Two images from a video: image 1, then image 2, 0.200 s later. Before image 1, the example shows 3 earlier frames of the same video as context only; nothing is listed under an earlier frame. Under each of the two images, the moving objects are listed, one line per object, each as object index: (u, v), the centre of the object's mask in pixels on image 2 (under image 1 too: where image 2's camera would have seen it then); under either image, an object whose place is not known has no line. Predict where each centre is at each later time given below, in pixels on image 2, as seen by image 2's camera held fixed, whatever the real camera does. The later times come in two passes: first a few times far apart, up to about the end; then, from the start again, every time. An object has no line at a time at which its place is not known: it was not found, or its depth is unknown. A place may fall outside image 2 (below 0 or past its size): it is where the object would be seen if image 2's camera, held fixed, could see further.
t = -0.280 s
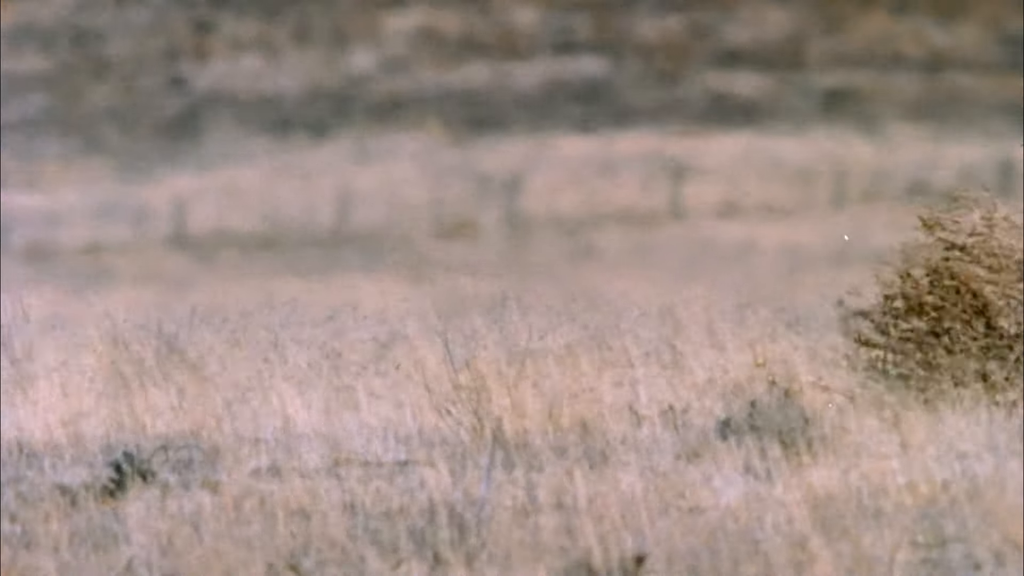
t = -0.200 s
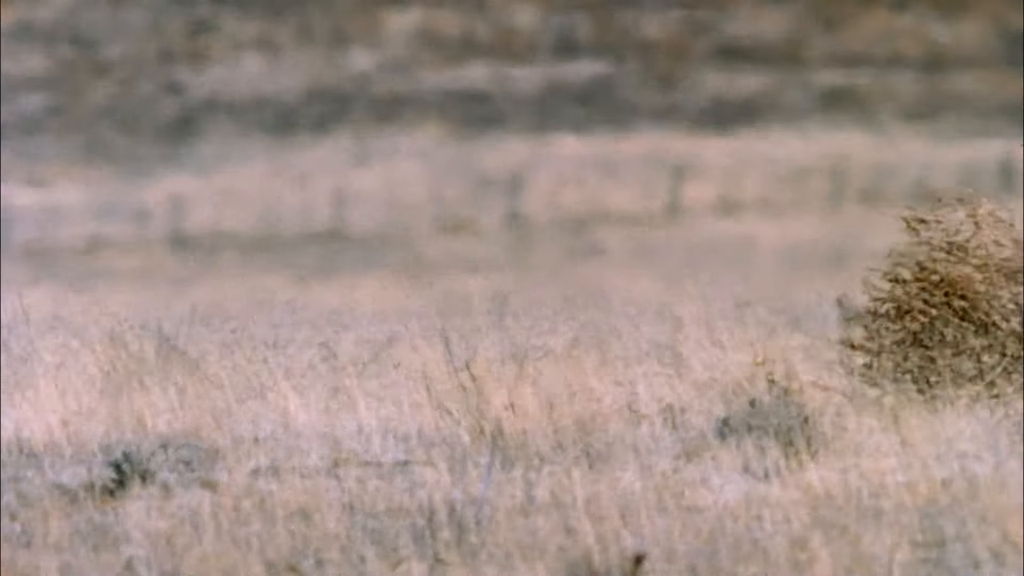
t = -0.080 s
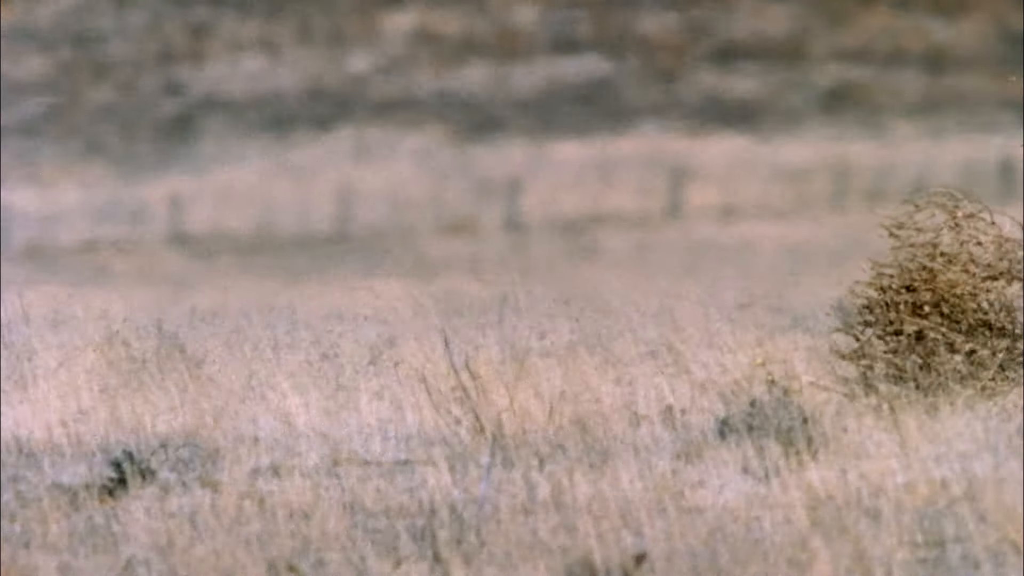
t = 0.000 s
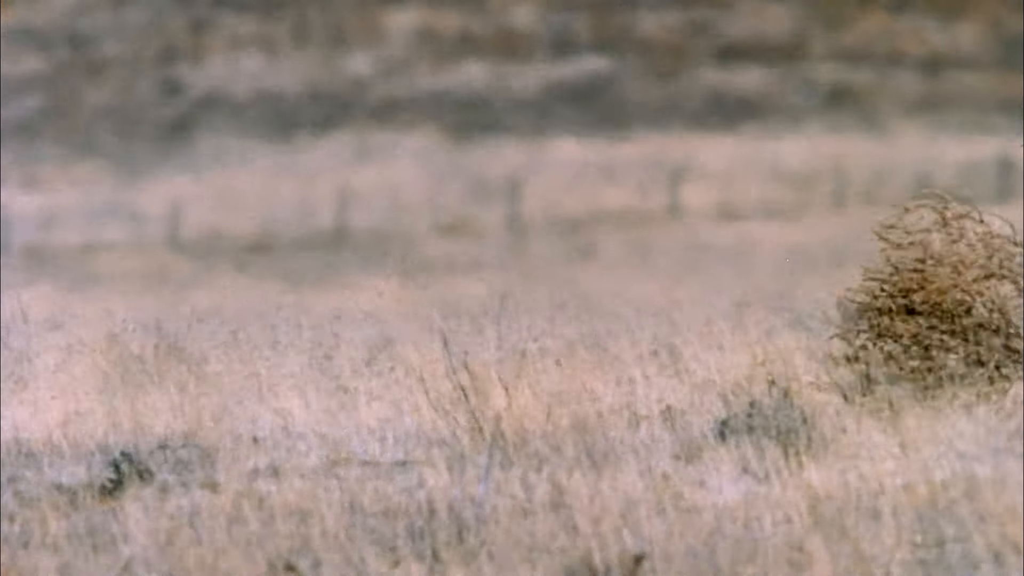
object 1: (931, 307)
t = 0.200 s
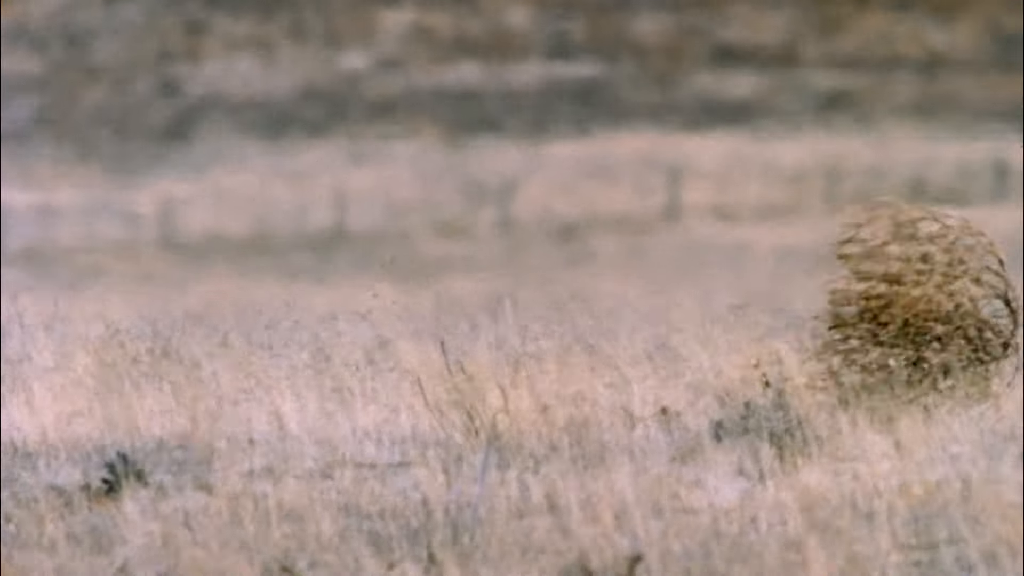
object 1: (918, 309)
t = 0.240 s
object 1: (913, 310)
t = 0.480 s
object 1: (872, 314)
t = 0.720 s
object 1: (838, 316)
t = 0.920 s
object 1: (804, 318)
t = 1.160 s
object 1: (737, 324)
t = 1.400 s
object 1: (647, 333)
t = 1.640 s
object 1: (584, 313)
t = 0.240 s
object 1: (913, 310)
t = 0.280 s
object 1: (905, 309)
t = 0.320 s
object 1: (899, 311)
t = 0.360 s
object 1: (892, 312)
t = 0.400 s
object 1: (885, 313)
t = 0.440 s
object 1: (879, 314)
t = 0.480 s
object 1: (872, 314)
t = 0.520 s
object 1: (867, 314)
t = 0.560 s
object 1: (859, 313)
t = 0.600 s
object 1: (854, 315)
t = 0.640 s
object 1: (850, 317)
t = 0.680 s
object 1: (843, 316)
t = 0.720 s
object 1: (838, 316)
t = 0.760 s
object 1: (833, 317)
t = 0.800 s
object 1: (828, 316)
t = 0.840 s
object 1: (820, 317)
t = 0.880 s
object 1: (812, 317)
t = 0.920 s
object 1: (804, 318)
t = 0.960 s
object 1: (795, 319)
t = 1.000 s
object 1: (782, 320)
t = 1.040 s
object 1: (771, 321)
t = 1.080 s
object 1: (763, 322)
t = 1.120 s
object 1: (748, 324)
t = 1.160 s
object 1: (737, 324)
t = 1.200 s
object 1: (727, 321)
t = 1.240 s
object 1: (709, 328)
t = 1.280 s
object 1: (698, 327)
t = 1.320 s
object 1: (679, 335)
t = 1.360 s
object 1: (663, 336)
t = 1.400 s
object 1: (647, 333)
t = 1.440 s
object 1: (636, 333)
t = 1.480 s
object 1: (630, 331)
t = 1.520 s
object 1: (616, 325)
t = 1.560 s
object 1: (604, 322)
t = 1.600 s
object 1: (594, 323)
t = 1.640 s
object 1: (584, 313)
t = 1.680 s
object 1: (566, 324)
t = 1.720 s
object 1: (555, 327)
